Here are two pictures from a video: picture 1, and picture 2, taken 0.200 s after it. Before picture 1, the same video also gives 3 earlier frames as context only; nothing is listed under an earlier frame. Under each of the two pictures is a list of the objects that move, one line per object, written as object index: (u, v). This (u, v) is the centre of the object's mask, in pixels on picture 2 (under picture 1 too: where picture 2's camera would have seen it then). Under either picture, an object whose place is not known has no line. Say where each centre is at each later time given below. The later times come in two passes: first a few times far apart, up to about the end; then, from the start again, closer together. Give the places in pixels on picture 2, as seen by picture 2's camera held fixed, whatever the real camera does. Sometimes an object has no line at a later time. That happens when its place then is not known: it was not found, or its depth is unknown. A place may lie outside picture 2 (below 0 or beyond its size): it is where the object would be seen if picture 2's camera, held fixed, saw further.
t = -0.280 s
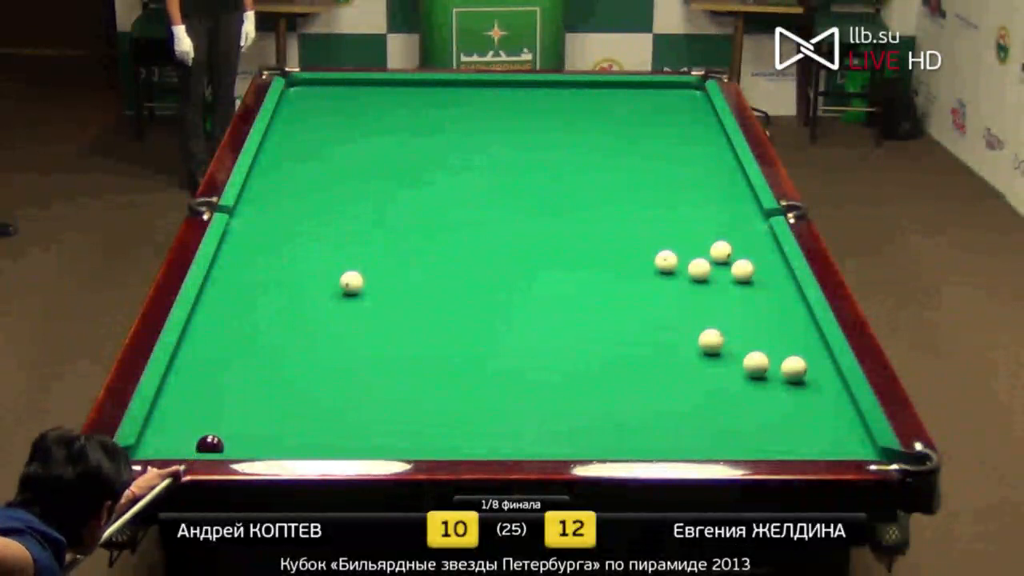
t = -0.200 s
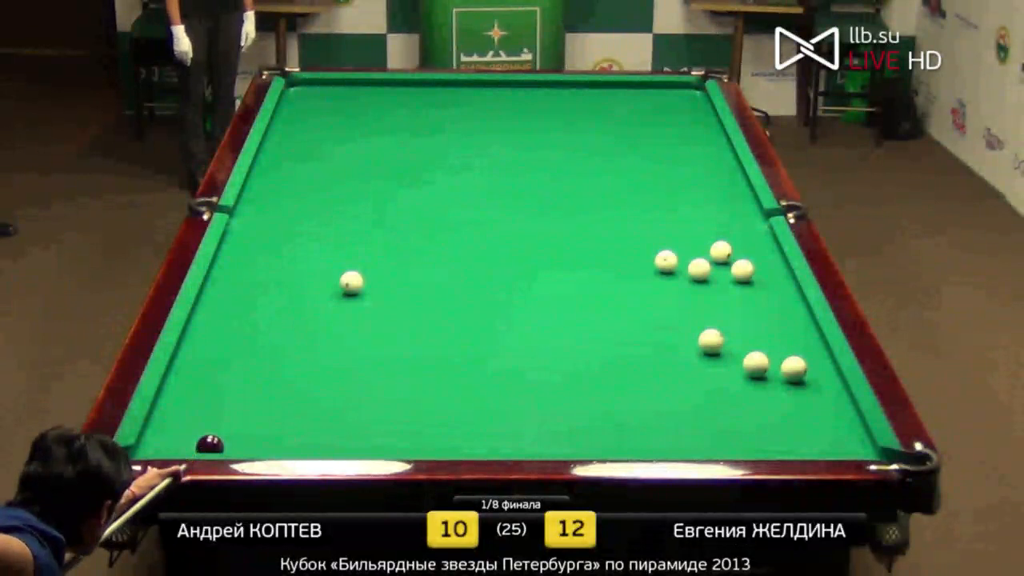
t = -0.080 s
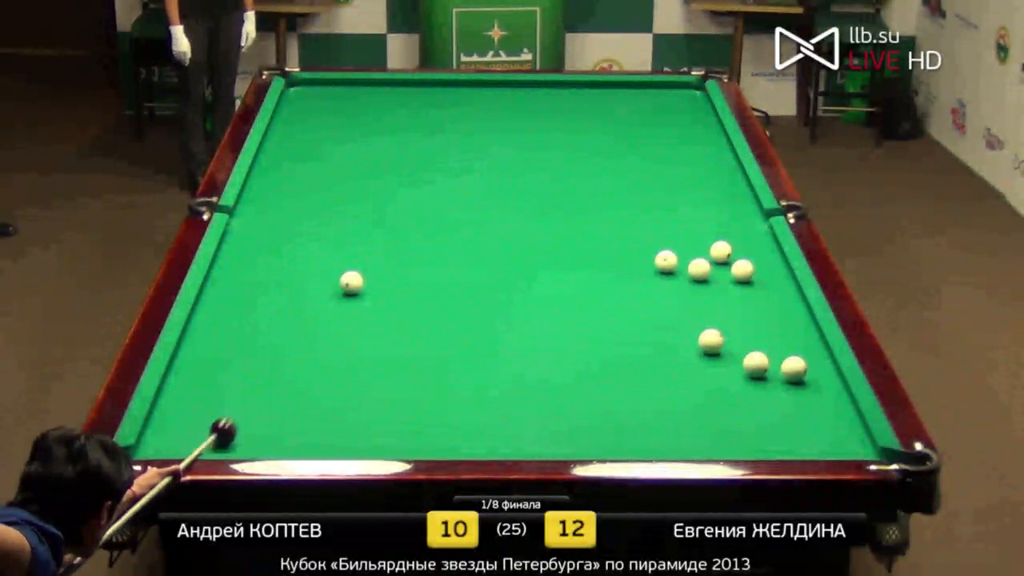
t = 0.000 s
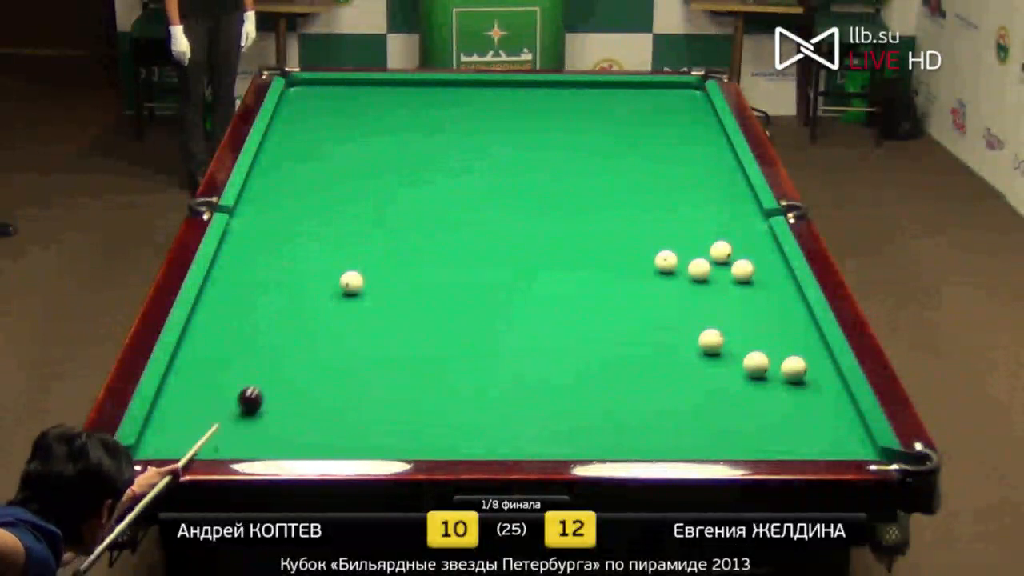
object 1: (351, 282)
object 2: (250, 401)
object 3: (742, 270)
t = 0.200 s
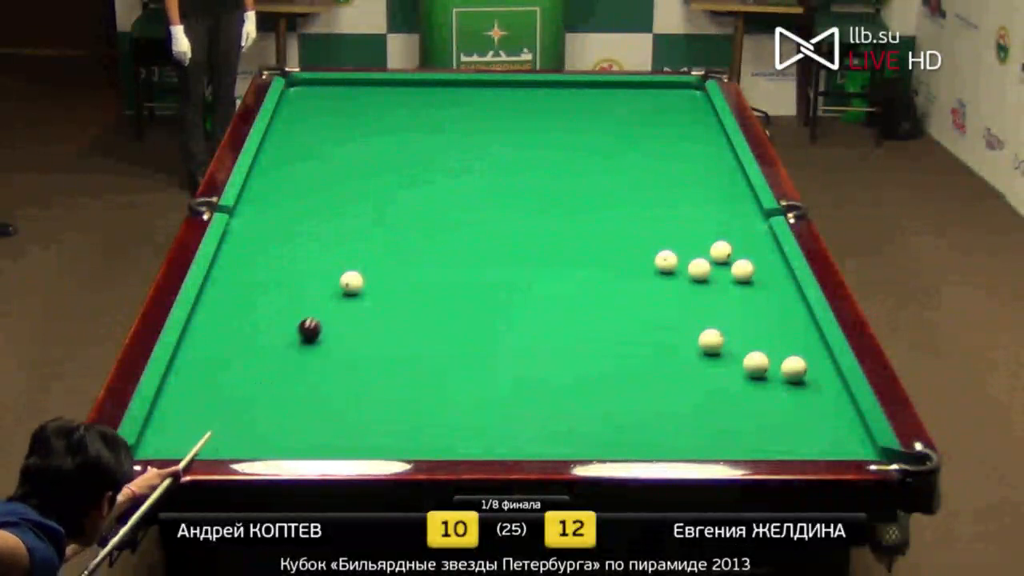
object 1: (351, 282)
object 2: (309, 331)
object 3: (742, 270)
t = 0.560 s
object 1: (408, 234)
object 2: (331, 282)
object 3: (742, 270)
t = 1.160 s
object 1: (498, 158)
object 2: (330, 240)
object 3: (742, 270)
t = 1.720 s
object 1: (560, 104)
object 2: (330, 208)
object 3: (742, 270)
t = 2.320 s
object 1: (611, 100)
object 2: (331, 178)
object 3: (742, 270)
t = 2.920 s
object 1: (658, 128)
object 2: (333, 154)
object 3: (742, 270)
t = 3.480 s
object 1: (705, 157)
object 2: (335, 135)
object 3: (742, 270)
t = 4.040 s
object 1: (737, 186)
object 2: (338, 118)
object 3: (742, 270)
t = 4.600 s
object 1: (729, 212)
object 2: (342, 104)
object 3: (742, 270)
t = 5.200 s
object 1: (720, 237)
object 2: (345, 91)
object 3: (742, 270)
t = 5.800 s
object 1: (705, 248)
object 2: (347, 83)
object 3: (744, 272)
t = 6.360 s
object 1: (694, 250)
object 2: (346, 88)
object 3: (756, 276)
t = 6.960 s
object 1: (687, 251)
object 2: (344, 91)
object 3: (761, 279)
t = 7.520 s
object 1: (686, 252)
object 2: (343, 94)
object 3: (762, 279)
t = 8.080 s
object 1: (686, 252)
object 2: (343, 96)
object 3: (762, 279)
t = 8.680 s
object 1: (686, 252)
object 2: (343, 96)
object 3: (762, 279)
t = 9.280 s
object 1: (685, 252)
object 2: (343, 96)
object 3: (762, 279)
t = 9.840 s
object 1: (685, 252)
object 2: (343, 96)
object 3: (762, 279)
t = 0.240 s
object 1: (351, 283)
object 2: (319, 318)
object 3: (742, 270)
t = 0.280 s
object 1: (351, 283)
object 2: (329, 306)
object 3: (742, 270)
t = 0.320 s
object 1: (353, 280)
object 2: (339, 294)
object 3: (742, 270)
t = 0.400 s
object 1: (371, 266)
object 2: (336, 290)
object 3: (742, 270)
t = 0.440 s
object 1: (381, 257)
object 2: (334, 289)
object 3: (742, 270)
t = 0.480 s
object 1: (391, 249)
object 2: (332, 287)
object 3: (742, 270)
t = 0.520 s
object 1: (400, 241)
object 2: (332, 285)
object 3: (742, 270)
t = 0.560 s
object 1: (408, 234)
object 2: (331, 282)
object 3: (742, 270)
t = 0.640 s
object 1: (419, 225)
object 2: (331, 278)
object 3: (742, 270)
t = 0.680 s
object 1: (429, 216)
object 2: (331, 273)
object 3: (742, 270)
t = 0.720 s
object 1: (435, 211)
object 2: (331, 270)
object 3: (742, 270)
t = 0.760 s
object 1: (442, 206)
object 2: (331, 267)
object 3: (742, 270)
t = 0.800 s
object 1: (448, 200)
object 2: (331, 265)
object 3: (742, 270)
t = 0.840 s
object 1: (454, 195)
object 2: (331, 262)
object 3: (742, 270)
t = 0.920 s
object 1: (465, 185)
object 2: (331, 256)
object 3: (742, 270)
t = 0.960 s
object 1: (471, 180)
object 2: (331, 253)
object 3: (742, 270)
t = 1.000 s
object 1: (477, 176)
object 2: (331, 251)
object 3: (742, 270)
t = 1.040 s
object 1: (482, 171)
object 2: (331, 248)
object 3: (742, 270)
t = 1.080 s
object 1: (487, 167)
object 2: (331, 246)
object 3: (742, 270)
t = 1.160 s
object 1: (498, 158)
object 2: (330, 240)
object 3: (742, 270)
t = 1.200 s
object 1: (503, 153)
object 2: (330, 238)
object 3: (742, 270)
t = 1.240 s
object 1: (508, 149)
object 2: (330, 235)
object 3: (742, 270)
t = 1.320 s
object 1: (517, 141)
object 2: (330, 231)
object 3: (742, 270)
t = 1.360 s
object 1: (522, 137)
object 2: (330, 228)
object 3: (742, 270)
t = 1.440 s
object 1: (531, 130)
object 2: (330, 223)
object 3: (742, 270)
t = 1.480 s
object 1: (533, 128)
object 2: (330, 222)
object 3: (742, 270)
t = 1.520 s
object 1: (540, 122)
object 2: (330, 219)
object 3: (742, 270)
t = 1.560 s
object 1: (544, 118)
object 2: (330, 217)
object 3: (742, 270)
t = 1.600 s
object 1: (548, 115)
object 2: (330, 215)
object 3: (742, 270)
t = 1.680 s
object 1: (556, 108)
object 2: (330, 210)
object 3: (742, 270)
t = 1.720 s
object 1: (560, 104)
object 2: (330, 208)
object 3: (742, 270)
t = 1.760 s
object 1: (564, 101)
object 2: (330, 206)
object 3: (742, 270)
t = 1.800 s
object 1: (568, 98)
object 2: (330, 204)
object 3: (742, 270)
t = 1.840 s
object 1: (572, 94)
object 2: (330, 202)
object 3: (742, 270)
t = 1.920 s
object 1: (579, 88)
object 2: (331, 198)
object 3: (742, 270)
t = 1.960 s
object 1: (583, 85)
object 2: (330, 196)
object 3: (742, 270)
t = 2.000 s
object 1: (586, 84)
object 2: (331, 194)
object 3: (742, 270)
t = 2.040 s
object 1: (589, 86)
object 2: (331, 192)
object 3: (742, 270)
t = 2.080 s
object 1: (592, 89)
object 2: (331, 190)
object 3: (742, 270)
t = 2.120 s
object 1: (595, 91)
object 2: (331, 188)
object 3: (742, 270)
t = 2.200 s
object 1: (602, 95)
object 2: (331, 184)
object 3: (742, 270)
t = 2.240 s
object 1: (605, 97)
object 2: (331, 182)
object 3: (742, 270)
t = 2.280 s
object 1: (608, 98)
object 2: (331, 180)
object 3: (742, 270)
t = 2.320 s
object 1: (611, 100)
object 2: (331, 178)
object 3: (742, 270)
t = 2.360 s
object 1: (614, 102)
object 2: (331, 177)
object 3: (742, 270)
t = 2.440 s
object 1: (621, 106)
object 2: (331, 173)
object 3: (742, 270)
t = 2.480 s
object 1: (624, 108)
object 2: (331, 172)
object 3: (742, 270)
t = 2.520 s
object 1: (627, 110)
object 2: (331, 170)
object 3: (742, 270)
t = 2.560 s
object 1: (630, 112)
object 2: (332, 168)
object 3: (742, 270)
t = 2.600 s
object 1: (633, 114)
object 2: (332, 166)
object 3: (742, 270)
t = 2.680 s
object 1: (640, 117)
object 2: (332, 163)
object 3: (742, 270)
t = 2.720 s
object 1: (641, 119)
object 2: (332, 162)
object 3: (742, 270)
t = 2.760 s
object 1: (646, 122)
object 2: (332, 160)
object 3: (742, 270)
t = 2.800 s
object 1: (650, 123)
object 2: (333, 158)
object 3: (742, 270)
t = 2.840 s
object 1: (651, 124)
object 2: (333, 157)
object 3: (742, 270)
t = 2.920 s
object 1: (658, 128)
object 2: (333, 154)
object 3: (742, 270)
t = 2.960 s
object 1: (661, 130)
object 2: (333, 153)
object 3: (742, 270)
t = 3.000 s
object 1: (666, 134)
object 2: (333, 151)
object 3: (742, 270)
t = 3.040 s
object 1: (669, 135)
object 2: (333, 149)
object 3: (742, 270)
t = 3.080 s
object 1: (673, 138)
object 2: (333, 148)
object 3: (742, 270)
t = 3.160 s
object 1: (678, 140)
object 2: (334, 146)
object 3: (742, 270)
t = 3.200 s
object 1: (683, 144)
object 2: (334, 143)
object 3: (742, 270)
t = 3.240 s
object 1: (686, 146)
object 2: (334, 142)
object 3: (742, 270)
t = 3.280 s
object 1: (690, 148)
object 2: (334, 141)
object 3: (742, 270)
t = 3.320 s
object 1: (691, 149)
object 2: (334, 140)
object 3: (742, 270)
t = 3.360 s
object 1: (696, 152)
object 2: (335, 138)
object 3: (742, 270)
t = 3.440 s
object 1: (703, 156)
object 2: (335, 135)
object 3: (742, 270)
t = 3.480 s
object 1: (705, 157)
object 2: (335, 135)
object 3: (742, 270)
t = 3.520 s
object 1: (708, 159)
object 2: (335, 134)
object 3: (742, 270)
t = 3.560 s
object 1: (713, 162)
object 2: (335, 132)
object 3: (742, 270)
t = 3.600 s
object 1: (715, 164)
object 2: (336, 131)
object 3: (742, 270)
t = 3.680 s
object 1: (723, 169)
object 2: (336, 128)
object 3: (742, 270)
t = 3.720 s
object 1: (725, 169)
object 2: (336, 128)
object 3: (742, 270)
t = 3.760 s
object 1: (729, 172)
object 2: (337, 126)
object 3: (742, 270)
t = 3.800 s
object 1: (732, 174)
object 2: (337, 125)
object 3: (742, 270)
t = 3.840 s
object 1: (735, 176)
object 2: (337, 124)
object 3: (742, 270)
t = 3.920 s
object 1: (739, 180)
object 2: (337, 121)
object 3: (742, 270)
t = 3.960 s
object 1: (738, 182)
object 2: (338, 120)
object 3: (742, 270)
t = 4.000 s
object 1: (738, 185)
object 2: (338, 119)
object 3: (742, 270)
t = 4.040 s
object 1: (737, 186)
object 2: (338, 118)
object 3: (742, 270)
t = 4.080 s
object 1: (737, 189)
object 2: (338, 117)
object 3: (742, 270)
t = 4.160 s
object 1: (736, 191)
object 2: (339, 115)
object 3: (742, 270)
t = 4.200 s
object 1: (735, 193)
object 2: (339, 114)
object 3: (742, 270)
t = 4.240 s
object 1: (735, 196)
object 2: (339, 112)
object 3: (742, 270)
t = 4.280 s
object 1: (734, 197)
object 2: (340, 112)
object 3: (742, 270)
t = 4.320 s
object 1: (733, 199)
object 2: (340, 111)
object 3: (742, 270)
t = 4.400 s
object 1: (732, 203)
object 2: (340, 109)
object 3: (742, 270)
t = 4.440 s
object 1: (732, 205)
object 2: (341, 108)
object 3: (742, 270)
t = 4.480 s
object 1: (731, 207)
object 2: (341, 107)
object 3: (742, 270)
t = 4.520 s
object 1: (731, 208)
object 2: (341, 106)
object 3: (742, 270)
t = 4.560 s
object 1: (730, 210)
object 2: (341, 105)
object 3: (742, 270)
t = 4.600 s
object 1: (729, 212)
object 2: (342, 104)
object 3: (742, 270)
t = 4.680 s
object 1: (728, 216)
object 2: (342, 102)
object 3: (742, 270)
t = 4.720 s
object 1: (728, 218)
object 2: (342, 101)
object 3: (742, 270)
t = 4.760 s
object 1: (727, 220)
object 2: (342, 100)
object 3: (742, 270)
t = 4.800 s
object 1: (727, 222)
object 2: (343, 99)
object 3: (742, 270)
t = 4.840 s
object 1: (726, 223)
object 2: (343, 98)
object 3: (742, 270)
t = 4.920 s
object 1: (724, 227)
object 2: (343, 97)
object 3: (742, 270)
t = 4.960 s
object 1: (724, 229)
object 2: (344, 95)
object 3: (742, 270)
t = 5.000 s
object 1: (723, 231)
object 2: (344, 94)
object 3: (742, 270)
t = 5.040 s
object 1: (722, 232)
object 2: (344, 94)
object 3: (742, 270)
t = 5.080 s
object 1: (722, 233)
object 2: (344, 94)
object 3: (742, 270)
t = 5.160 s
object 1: (721, 236)
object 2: (345, 92)
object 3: (742, 270)
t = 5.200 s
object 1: (720, 237)
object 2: (345, 91)
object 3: (742, 270)
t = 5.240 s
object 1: (719, 238)
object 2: (345, 90)
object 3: (742, 270)
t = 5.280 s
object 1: (718, 239)
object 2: (345, 90)
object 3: (742, 270)
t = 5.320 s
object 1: (716, 240)
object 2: (345, 89)
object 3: (742, 270)
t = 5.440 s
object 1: (712, 243)
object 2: (346, 86)
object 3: (742, 270)
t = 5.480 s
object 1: (712, 244)
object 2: (346, 86)
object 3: (742, 270)
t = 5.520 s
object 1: (711, 245)
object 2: (346, 85)
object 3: (742, 270)
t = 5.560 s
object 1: (710, 246)
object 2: (346, 84)
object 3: (742, 270)
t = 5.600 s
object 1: (709, 247)
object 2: (347, 83)
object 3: (742, 270)
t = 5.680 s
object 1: (708, 247)
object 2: (347, 82)
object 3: (742, 270)
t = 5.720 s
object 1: (707, 248)
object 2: (347, 82)
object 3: (742, 271)
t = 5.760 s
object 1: (706, 248)
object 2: (347, 83)
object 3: (743, 271)
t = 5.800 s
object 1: (705, 248)
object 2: (347, 83)
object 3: (744, 272)
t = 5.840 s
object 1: (704, 248)
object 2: (347, 84)
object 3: (746, 272)
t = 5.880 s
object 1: (703, 248)
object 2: (347, 84)
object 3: (746, 272)
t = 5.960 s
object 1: (702, 249)
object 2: (347, 85)
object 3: (748, 273)
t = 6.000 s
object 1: (701, 249)
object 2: (347, 85)
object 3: (749, 273)
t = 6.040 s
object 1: (700, 249)
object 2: (346, 85)
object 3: (750, 274)
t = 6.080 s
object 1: (699, 250)
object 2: (346, 86)
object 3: (751, 274)
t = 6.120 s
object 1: (698, 250)
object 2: (346, 86)
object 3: (752, 273)
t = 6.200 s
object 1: (697, 250)
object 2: (346, 87)
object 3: (753, 275)
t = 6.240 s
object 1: (696, 250)
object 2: (346, 87)
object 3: (754, 275)
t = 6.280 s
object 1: (695, 250)
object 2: (346, 87)
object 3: (755, 275)
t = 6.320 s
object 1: (694, 250)
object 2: (346, 87)
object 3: (755, 275)
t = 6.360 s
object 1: (694, 250)
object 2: (346, 88)
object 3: (756, 276)
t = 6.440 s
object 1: (692, 251)
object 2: (345, 88)
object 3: (757, 276)
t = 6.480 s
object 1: (692, 251)
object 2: (345, 88)
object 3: (757, 277)
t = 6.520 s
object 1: (692, 251)
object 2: (345, 89)
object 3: (758, 277)
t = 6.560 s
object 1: (691, 251)
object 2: (345, 89)
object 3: (758, 277)
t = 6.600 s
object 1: (690, 251)
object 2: (345, 89)
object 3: (759, 277)
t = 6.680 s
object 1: (689, 251)
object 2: (345, 90)
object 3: (759, 278)
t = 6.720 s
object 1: (689, 251)
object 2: (345, 90)
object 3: (759, 278)
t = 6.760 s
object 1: (688, 251)
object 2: (345, 90)
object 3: (759, 278)
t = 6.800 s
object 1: (688, 251)
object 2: (345, 91)
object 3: (760, 278)
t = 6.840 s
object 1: (687, 251)
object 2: (345, 91)
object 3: (760, 278)
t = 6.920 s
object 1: (687, 251)
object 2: (344, 91)
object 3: (760, 279)
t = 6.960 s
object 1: (687, 251)
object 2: (344, 91)
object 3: (761, 279)
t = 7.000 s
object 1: (686, 252)
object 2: (344, 91)
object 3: (761, 279)
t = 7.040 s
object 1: (686, 252)
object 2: (344, 92)
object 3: (761, 279)
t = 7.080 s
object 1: (686, 251)
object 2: (344, 92)
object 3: (761, 279)
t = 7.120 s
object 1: (686, 252)
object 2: (344, 92)
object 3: (761, 279)
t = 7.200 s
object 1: (686, 252)
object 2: (344, 93)
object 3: (761, 279)
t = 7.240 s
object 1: (686, 252)
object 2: (344, 93)
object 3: (761, 279)
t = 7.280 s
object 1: (686, 252)
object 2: (343, 93)
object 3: (761, 279)
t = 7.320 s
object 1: (686, 252)
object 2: (343, 93)
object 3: (762, 279)
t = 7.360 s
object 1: (686, 252)
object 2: (343, 93)
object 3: (762, 279)
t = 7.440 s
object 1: (685, 252)
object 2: (343, 94)
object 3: (762, 279)
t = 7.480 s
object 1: (686, 252)
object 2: (343, 94)
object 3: (762, 279)
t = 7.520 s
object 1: (686, 252)
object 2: (343, 94)
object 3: (762, 279)
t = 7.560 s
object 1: (686, 252)
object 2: (343, 95)
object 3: (762, 279)
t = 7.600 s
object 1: (686, 252)
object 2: (343, 95)
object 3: (762, 279)
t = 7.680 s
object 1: (686, 252)
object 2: (343, 95)
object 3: (762, 279)
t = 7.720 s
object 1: (686, 252)
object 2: (343, 95)
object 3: (762, 279)
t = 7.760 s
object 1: (686, 252)
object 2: (343, 95)
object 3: (762, 279)
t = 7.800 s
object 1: (686, 252)
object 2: (343, 95)
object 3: (762, 279)
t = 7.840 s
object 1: (686, 252)
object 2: (343, 95)
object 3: (762, 279)
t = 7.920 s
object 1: (686, 252)
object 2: (343, 96)
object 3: (762, 279)
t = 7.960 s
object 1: (686, 252)
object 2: (343, 96)
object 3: (762, 279)
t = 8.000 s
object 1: (686, 252)
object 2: (343, 96)
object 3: (762, 279)
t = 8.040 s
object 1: (686, 252)
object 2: (343, 96)
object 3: (762, 279)
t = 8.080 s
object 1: (686, 252)
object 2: (343, 96)
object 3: (762, 279)
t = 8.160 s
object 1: (685, 252)
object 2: (343, 96)
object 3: (762, 279)
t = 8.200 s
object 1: (685, 252)
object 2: (343, 96)
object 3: (762, 279)
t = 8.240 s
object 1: (686, 252)
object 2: (343, 96)
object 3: (762, 279)
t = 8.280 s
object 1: (685, 252)
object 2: (343, 96)
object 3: (762, 279)
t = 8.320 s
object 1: (685, 252)
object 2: (343, 96)
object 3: (762, 279)
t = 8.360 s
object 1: (685, 252)
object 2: (343, 96)
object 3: (762, 279)
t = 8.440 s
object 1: (685, 252)
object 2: (343, 96)
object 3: (762, 279)
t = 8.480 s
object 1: (685, 252)
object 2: (343, 96)
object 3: (762, 279)
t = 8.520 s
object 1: (687, 252)
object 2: (343, 96)
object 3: (762, 279)
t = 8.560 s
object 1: (686, 252)
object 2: (343, 96)
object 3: (762, 279)
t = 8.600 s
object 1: (686, 252)
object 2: (343, 96)
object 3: (762, 279)
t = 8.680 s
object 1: (686, 252)
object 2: (343, 96)
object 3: (762, 279)
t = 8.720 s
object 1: (686, 252)
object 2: (343, 96)
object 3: (762, 279)
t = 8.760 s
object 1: (686, 252)
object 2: (343, 96)
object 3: (762, 279)
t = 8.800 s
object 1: (686, 252)
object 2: (343, 96)
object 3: (762, 279)
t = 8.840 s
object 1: (686, 252)
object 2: (343, 96)
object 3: (762, 279)
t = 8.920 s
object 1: (686, 252)
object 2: (343, 96)
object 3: (762, 279)
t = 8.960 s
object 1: (686, 252)
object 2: (343, 96)
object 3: (762, 279)
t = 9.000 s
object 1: (686, 252)
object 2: (343, 96)
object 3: (762, 279)
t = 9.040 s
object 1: (686, 252)
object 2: (343, 96)
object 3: (762, 279)
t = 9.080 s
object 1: (686, 252)
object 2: (343, 96)
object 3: (762, 279)
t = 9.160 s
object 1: (686, 252)
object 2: (343, 96)
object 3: (762, 279)
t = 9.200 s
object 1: (686, 252)
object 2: (343, 96)
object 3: (762, 279)
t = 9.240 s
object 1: (685, 252)
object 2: (343, 96)
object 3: (762, 279)
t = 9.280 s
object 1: (685, 252)
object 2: (343, 96)
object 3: (762, 279)
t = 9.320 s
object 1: (685, 252)
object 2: (343, 96)
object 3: (762, 279)
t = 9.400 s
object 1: (685, 252)
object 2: (343, 96)
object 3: (762, 279)
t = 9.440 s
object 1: (685, 252)
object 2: (343, 96)
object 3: (762, 279)
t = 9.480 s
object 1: (685, 252)
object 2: (343, 96)
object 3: (762, 279)
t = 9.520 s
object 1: (686, 252)
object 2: (343, 96)
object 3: (762, 279)
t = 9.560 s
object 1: (685, 252)
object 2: (343, 96)
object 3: (762, 279)
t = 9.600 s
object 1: (685, 252)
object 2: (343, 96)
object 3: (762, 279)
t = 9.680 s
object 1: (685, 252)
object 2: (343, 96)
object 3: (762, 279)
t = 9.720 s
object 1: (685, 252)
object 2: (343, 96)
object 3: (762, 279)
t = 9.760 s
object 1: (685, 252)
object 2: (343, 96)
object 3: (762, 279)
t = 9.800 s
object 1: (685, 252)
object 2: (343, 96)
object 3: (762, 279)
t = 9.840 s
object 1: (685, 252)
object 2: (343, 96)
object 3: (762, 279)
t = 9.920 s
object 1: (685, 252)
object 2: (343, 96)
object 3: (762, 279)
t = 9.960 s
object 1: (686, 252)
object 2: (343, 96)
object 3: (762, 279)
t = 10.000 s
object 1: (685, 252)
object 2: (343, 96)
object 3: (762, 279)
